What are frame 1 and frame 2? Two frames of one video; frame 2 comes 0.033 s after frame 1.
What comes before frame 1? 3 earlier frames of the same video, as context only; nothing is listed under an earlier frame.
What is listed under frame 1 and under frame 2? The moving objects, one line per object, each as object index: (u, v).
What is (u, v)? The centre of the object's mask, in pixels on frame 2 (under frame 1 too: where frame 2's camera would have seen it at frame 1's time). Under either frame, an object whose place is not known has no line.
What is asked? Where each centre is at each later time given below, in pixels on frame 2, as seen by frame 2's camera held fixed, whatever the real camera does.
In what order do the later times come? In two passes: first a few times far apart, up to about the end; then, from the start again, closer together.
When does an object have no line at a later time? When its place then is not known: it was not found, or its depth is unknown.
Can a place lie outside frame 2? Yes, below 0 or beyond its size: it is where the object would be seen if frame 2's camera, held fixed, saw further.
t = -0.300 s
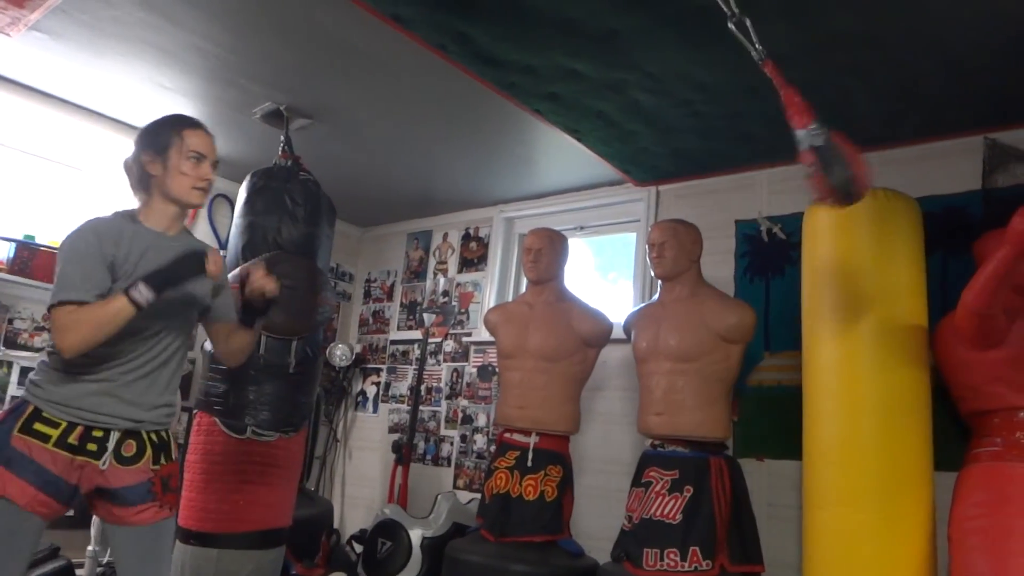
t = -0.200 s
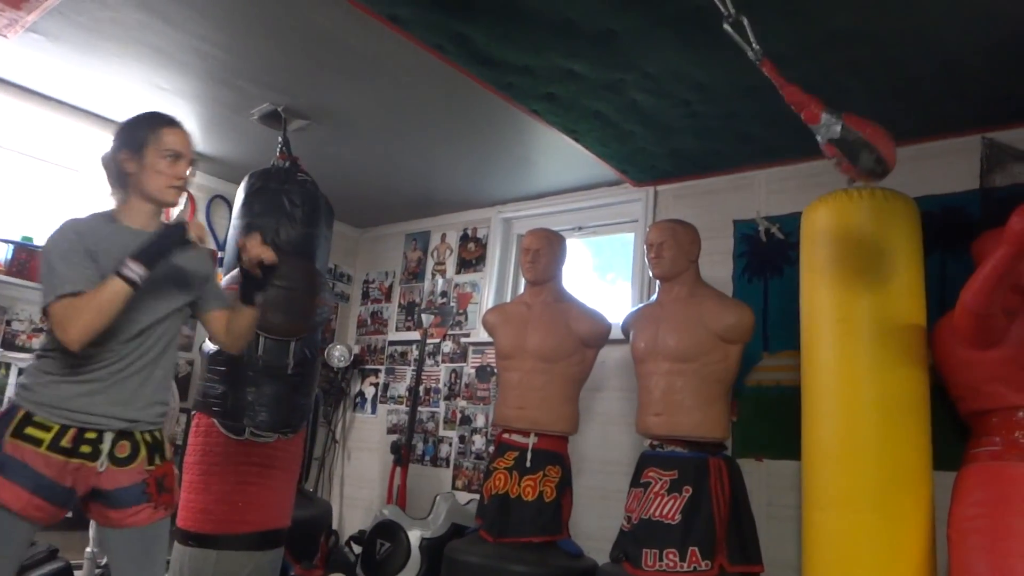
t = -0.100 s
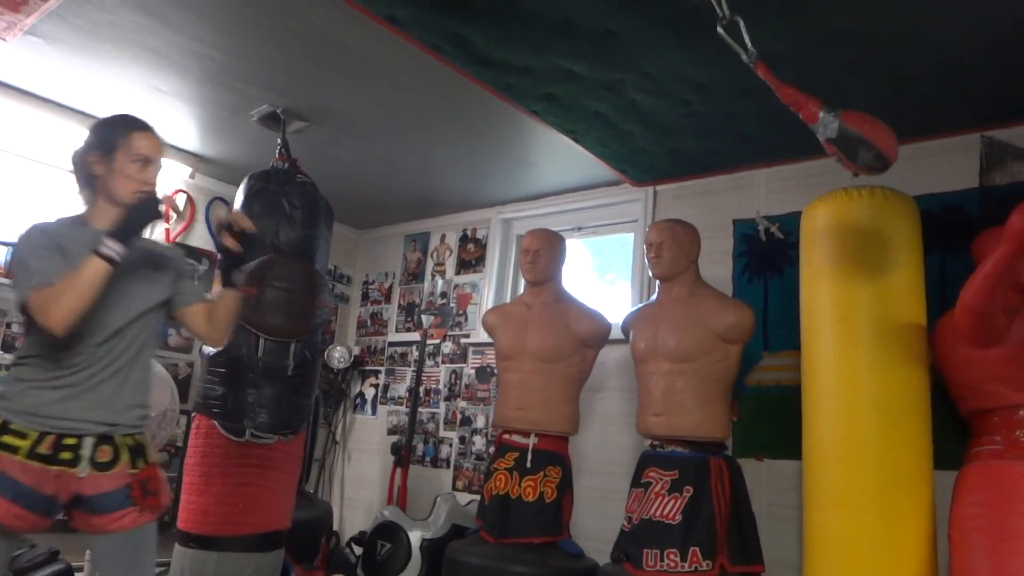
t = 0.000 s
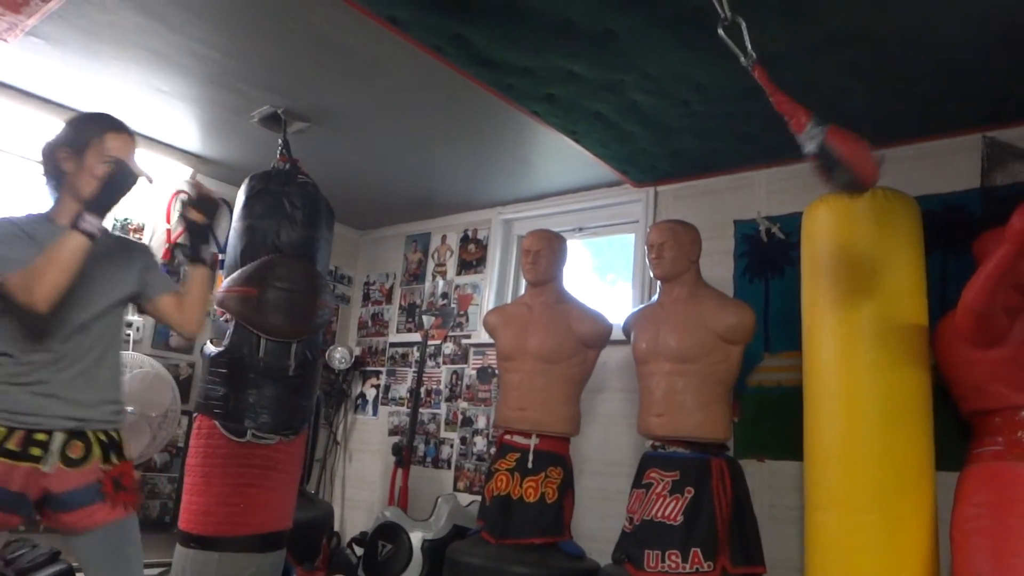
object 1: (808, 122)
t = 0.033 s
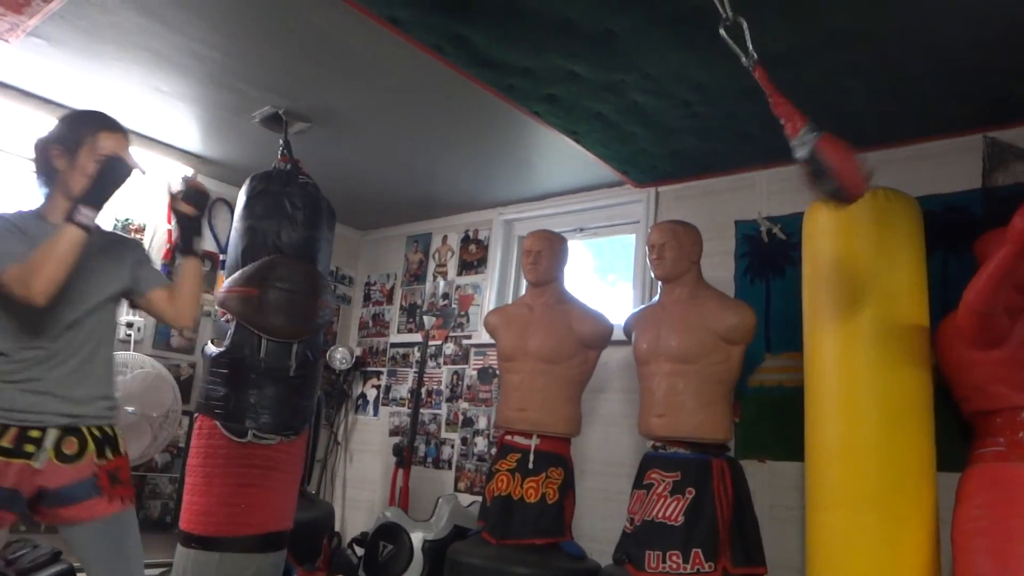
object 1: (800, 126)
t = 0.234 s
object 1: (711, 135)
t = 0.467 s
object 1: (596, 118)
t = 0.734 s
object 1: (609, 98)
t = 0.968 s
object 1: (716, 156)
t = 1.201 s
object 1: (819, 147)
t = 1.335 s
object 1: (810, 119)
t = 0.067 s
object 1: (791, 131)
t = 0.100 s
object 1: (779, 133)
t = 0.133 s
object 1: (764, 139)
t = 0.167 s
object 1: (753, 162)
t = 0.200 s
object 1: (732, 162)
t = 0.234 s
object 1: (711, 135)
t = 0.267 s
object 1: (691, 155)
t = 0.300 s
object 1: (670, 152)
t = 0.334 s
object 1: (651, 148)
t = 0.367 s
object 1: (635, 142)
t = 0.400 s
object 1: (619, 137)
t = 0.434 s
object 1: (605, 126)
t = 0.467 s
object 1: (596, 118)
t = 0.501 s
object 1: (588, 111)
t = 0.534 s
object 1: (582, 106)
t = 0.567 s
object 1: (594, 87)
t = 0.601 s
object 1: (590, 88)
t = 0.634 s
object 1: (593, 86)
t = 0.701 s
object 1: (603, 91)
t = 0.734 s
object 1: (609, 98)
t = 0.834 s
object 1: (642, 123)
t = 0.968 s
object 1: (716, 156)
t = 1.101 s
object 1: (788, 155)
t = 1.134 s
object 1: (802, 153)
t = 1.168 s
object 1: (811, 149)
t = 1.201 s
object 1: (819, 147)
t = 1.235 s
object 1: (825, 145)
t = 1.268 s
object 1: (829, 143)
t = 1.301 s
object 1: (829, 142)
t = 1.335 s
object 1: (810, 119)
